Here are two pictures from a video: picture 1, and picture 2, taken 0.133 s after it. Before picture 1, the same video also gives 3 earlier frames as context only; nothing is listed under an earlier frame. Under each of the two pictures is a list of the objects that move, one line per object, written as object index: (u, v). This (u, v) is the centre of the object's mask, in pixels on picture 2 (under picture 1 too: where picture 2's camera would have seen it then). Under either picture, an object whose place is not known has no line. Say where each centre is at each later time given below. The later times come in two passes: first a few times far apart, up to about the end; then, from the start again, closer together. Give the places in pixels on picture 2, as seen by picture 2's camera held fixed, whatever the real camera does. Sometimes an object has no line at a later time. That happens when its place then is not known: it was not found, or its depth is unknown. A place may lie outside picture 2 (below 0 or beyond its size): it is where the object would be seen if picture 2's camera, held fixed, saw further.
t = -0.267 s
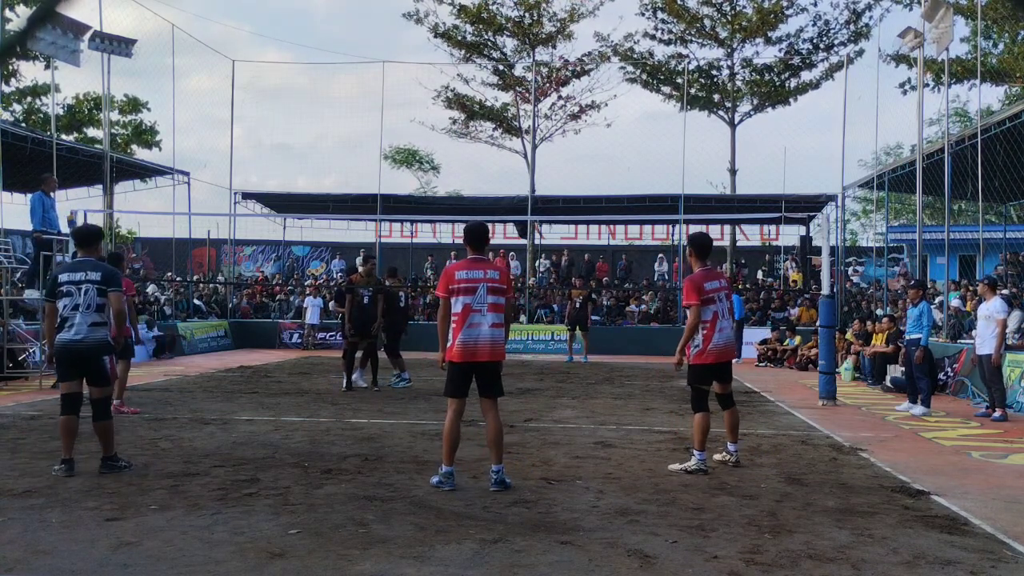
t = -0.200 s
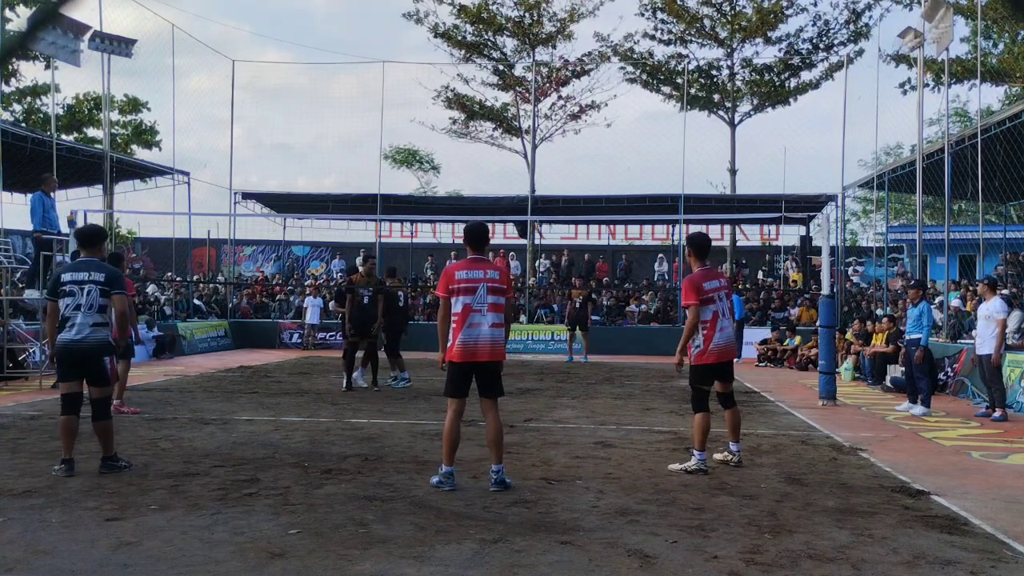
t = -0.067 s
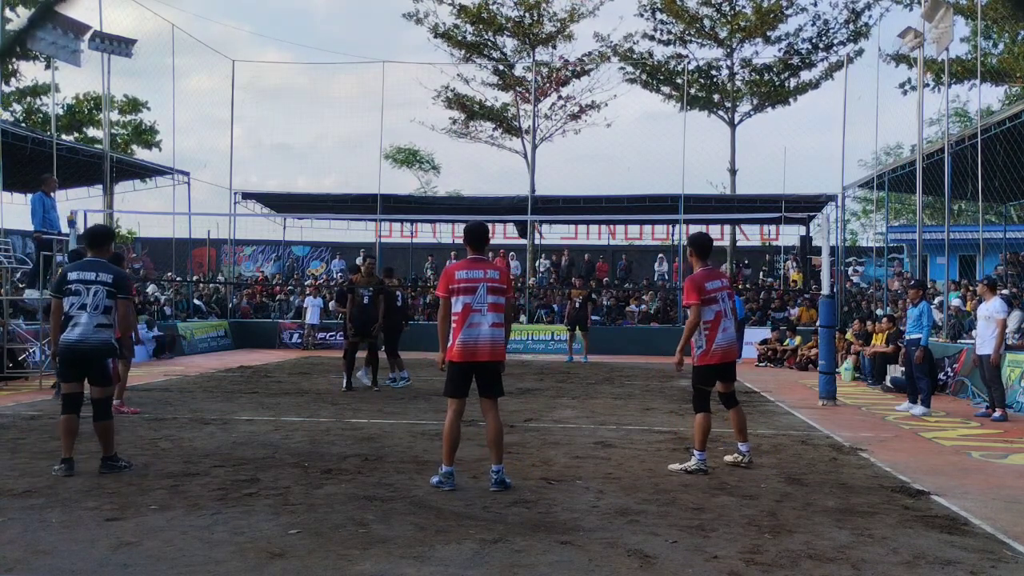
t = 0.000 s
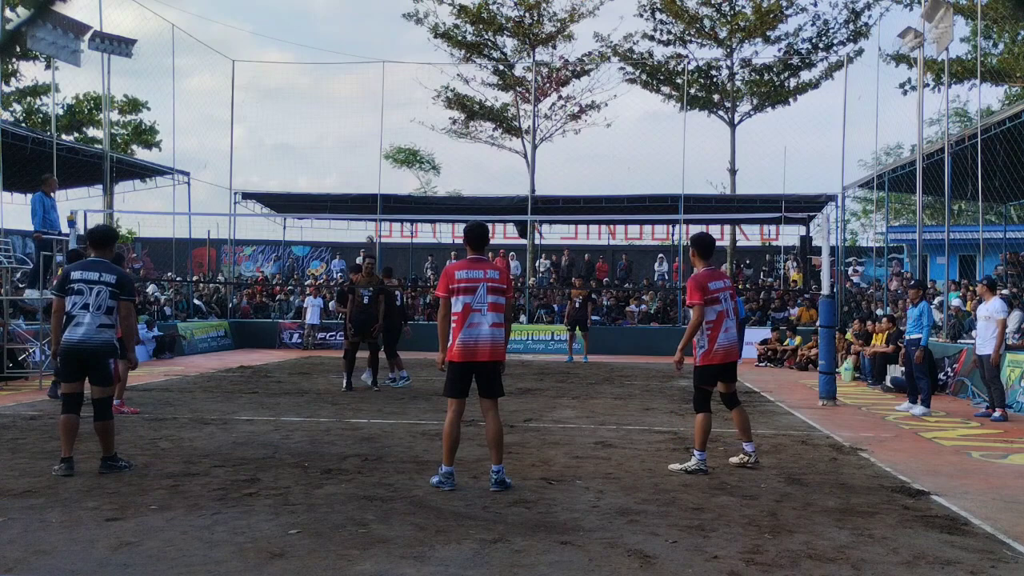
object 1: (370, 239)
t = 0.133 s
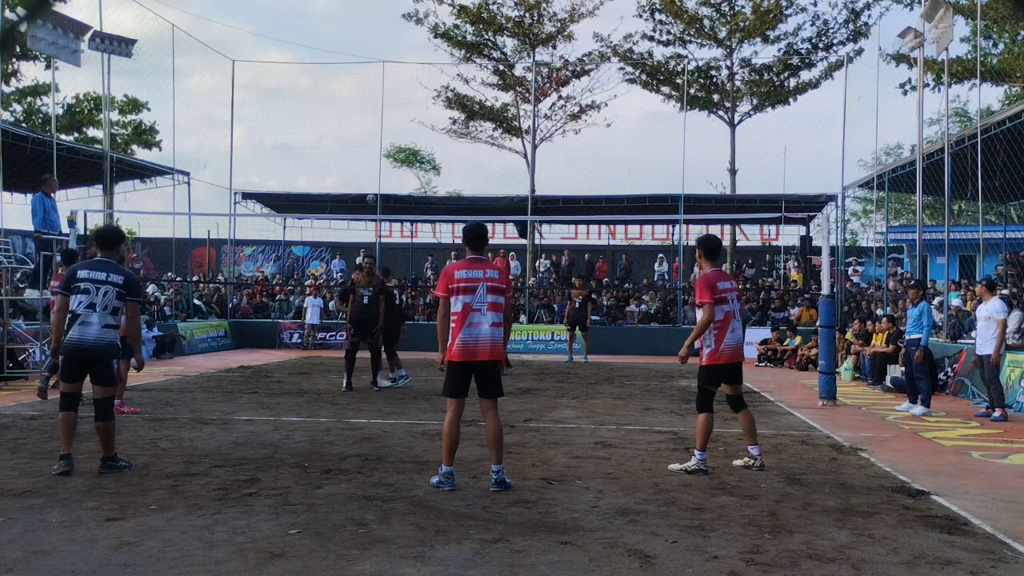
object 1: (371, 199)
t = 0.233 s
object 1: (371, 174)
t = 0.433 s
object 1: (371, 135)
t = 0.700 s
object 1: (370, 108)
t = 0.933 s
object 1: (368, 107)
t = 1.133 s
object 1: (366, 125)
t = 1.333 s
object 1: (363, 159)
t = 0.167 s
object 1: (371, 190)
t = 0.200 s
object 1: (371, 182)
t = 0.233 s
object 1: (371, 174)
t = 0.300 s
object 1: (371, 159)
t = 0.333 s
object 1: (371, 152)
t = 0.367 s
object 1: (371, 146)
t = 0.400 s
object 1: (371, 140)
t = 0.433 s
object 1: (371, 135)
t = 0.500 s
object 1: (371, 125)
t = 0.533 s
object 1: (370, 121)
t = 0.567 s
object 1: (370, 118)
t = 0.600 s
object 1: (370, 114)
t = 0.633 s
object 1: (371, 111)
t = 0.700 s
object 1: (370, 108)
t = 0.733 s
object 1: (369, 106)
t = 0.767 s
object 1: (369, 105)
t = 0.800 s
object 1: (369, 105)
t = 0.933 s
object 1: (368, 107)
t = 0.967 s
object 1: (367, 109)
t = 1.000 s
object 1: (367, 111)
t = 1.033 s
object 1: (366, 114)
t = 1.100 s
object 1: (366, 121)
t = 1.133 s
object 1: (366, 125)
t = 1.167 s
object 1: (365, 129)
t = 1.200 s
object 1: (365, 134)
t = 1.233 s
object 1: (364, 140)
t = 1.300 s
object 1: (363, 152)
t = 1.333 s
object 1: (363, 159)
